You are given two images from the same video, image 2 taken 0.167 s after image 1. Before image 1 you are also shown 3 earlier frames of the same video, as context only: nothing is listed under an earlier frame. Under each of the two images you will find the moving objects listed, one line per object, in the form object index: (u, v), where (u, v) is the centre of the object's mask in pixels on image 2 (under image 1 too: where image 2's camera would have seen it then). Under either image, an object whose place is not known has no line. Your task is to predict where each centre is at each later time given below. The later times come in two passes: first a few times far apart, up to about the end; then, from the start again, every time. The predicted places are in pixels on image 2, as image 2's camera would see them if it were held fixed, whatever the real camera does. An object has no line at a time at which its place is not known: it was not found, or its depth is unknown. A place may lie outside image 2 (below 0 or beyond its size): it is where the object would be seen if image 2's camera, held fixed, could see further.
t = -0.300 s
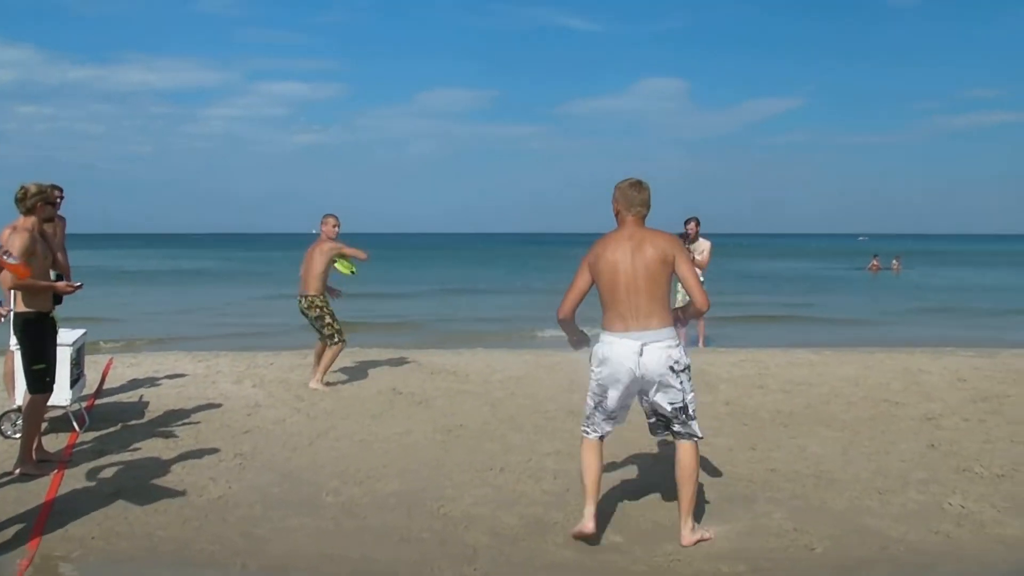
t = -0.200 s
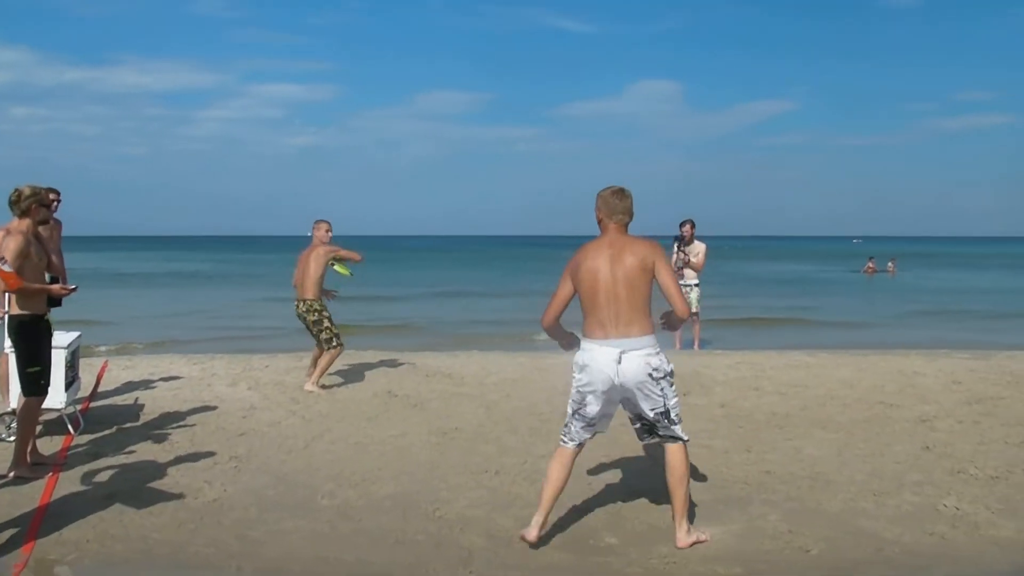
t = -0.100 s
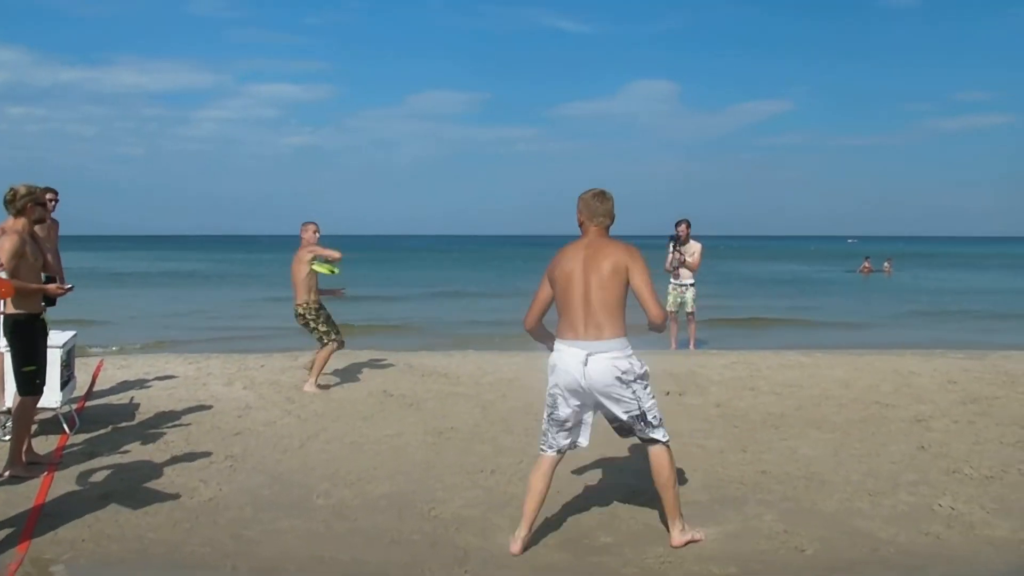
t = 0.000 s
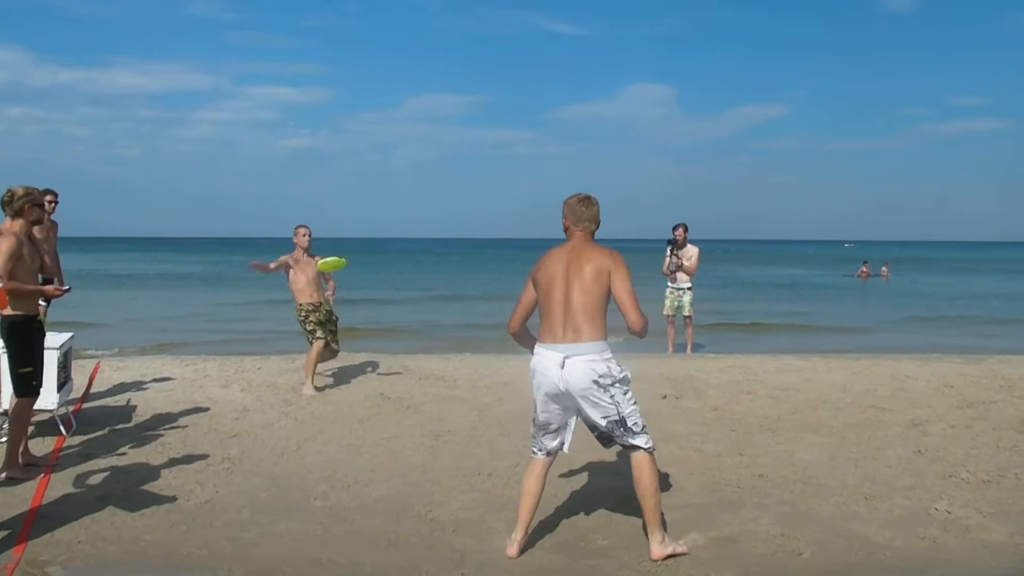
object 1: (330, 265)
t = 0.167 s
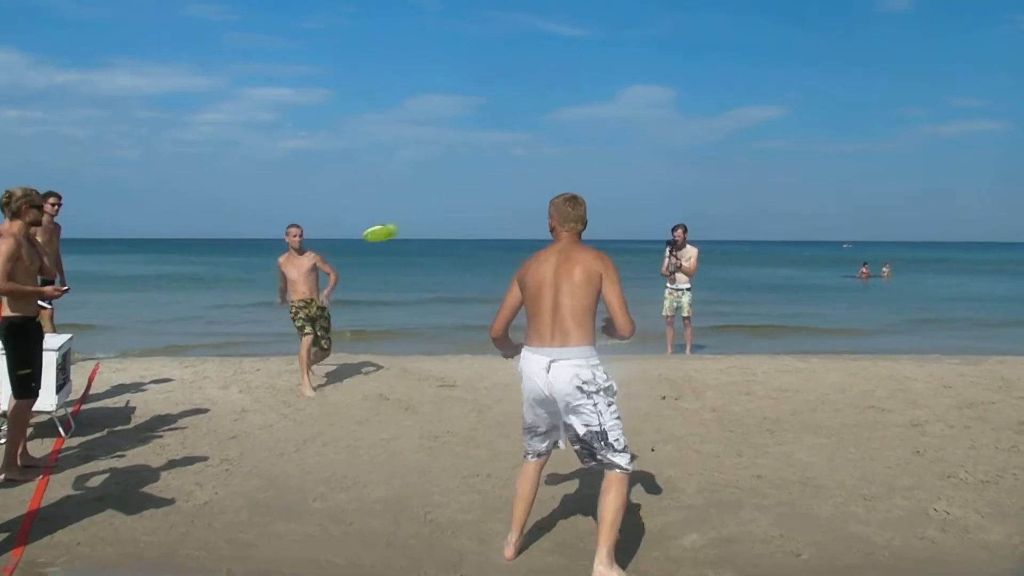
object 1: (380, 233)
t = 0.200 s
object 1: (391, 225)
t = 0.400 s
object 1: (452, 176)
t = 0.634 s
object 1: (525, 132)
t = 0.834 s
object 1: (585, 113)
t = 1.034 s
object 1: (632, 106)
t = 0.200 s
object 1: (391, 225)
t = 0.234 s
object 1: (401, 217)
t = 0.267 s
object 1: (411, 210)
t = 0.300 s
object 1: (422, 201)
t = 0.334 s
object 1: (431, 193)
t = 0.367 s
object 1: (441, 185)
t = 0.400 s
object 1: (452, 176)
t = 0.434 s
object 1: (462, 168)
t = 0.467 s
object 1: (473, 161)
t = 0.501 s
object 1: (484, 153)
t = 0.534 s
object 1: (493, 147)
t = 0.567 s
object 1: (504, 141)
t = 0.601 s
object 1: (515, 136)
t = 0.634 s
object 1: (525, 132)
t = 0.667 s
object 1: (535, 129)
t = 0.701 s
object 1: (546, 126)
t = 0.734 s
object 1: (556, 123)
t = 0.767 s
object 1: (566, 119)
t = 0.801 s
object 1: (575, 116)
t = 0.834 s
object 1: (585, 113)
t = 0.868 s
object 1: (592, 110)
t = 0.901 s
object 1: (601, 108)
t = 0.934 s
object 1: (609, 107)
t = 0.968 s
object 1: (617, 106)
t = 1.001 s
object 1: (625, 106)
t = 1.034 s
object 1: (632, 106)
